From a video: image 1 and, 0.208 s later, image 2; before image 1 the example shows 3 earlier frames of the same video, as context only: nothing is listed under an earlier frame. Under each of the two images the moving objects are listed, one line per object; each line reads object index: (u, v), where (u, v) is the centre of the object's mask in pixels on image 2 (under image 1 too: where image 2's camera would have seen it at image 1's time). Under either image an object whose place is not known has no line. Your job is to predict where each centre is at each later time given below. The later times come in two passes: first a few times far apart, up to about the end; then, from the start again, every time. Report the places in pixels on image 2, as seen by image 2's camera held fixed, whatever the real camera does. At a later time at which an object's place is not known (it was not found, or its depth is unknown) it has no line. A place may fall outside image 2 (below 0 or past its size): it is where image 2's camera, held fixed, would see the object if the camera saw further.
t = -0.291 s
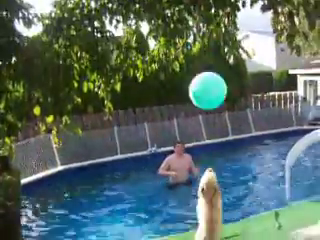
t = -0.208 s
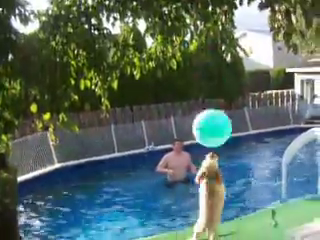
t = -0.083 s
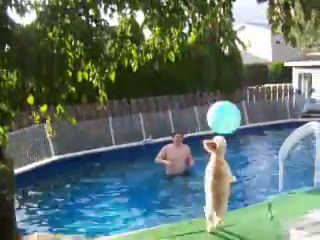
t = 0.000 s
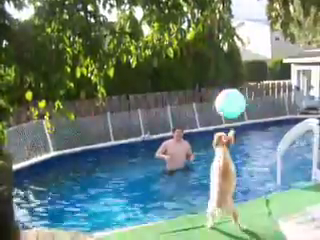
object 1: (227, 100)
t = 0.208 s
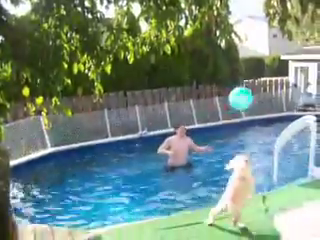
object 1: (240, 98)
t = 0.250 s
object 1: (242, 100)
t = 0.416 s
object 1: (246, 118)
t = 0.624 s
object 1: (248, 138)
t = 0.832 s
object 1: (247, 137)
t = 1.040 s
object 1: (247, 135)
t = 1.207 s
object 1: (246, 134)
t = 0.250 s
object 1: (242, 100)
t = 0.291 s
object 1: (243, 104)
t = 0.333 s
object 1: (244, 107)
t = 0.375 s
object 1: (245, 113)
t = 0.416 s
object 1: (246, 118)
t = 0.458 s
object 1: (246, 123)
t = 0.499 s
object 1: (246, 129)
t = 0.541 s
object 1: (247, 135)
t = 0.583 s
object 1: (247, 138)
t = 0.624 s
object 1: (248, 138)
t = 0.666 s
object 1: (248, 138)
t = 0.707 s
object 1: (248, 138)
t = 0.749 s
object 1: (247, 138)
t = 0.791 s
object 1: (247, 137)
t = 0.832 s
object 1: (247, 137)
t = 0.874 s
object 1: (247, 135)
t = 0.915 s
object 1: (247, 135)
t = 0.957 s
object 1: (247, 135)
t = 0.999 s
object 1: (247, 135)
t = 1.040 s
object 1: (247, 135)
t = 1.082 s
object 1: (246, 135)
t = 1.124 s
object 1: (246, 134)
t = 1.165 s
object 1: (246, 134)
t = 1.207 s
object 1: (246, 134)
